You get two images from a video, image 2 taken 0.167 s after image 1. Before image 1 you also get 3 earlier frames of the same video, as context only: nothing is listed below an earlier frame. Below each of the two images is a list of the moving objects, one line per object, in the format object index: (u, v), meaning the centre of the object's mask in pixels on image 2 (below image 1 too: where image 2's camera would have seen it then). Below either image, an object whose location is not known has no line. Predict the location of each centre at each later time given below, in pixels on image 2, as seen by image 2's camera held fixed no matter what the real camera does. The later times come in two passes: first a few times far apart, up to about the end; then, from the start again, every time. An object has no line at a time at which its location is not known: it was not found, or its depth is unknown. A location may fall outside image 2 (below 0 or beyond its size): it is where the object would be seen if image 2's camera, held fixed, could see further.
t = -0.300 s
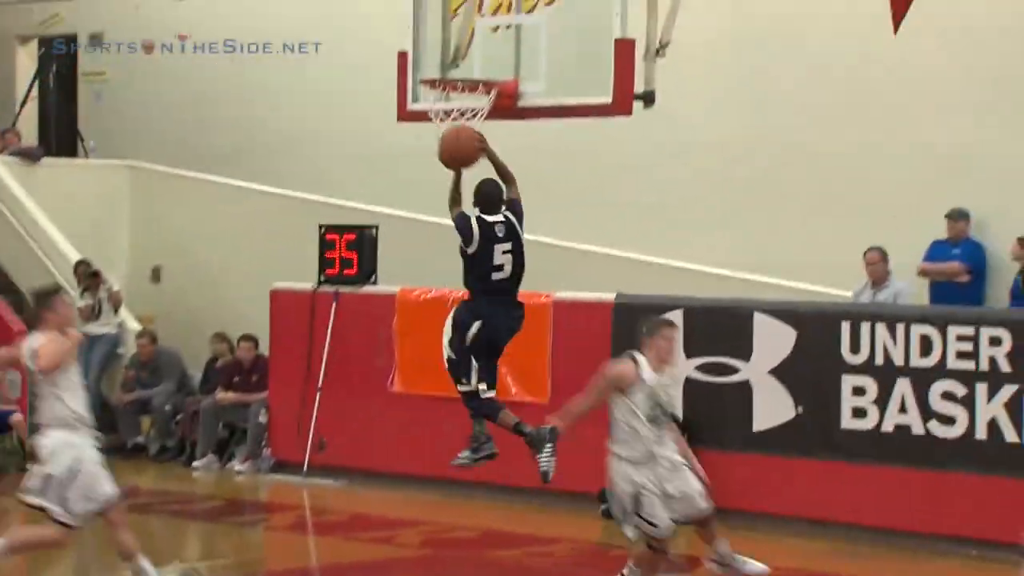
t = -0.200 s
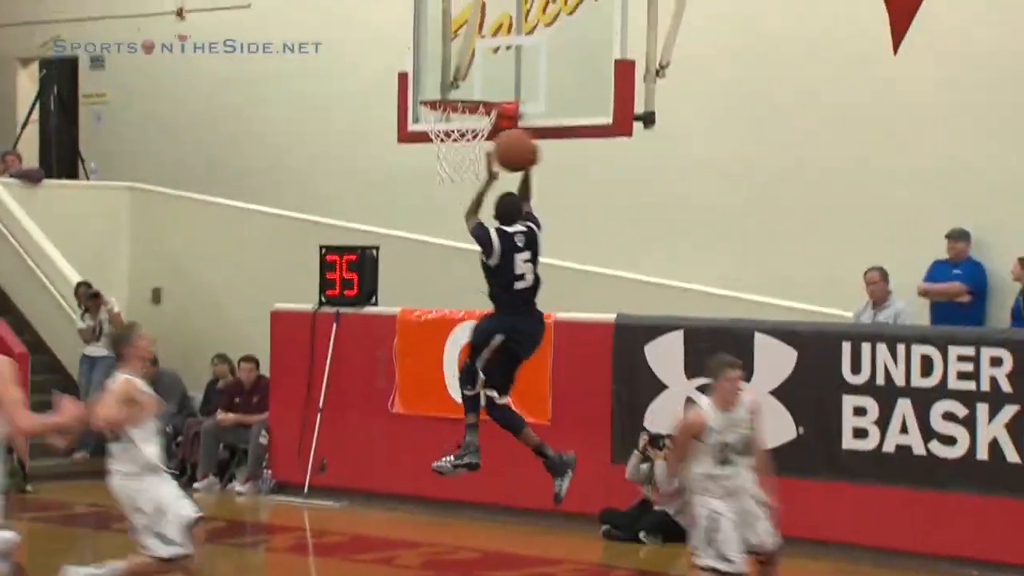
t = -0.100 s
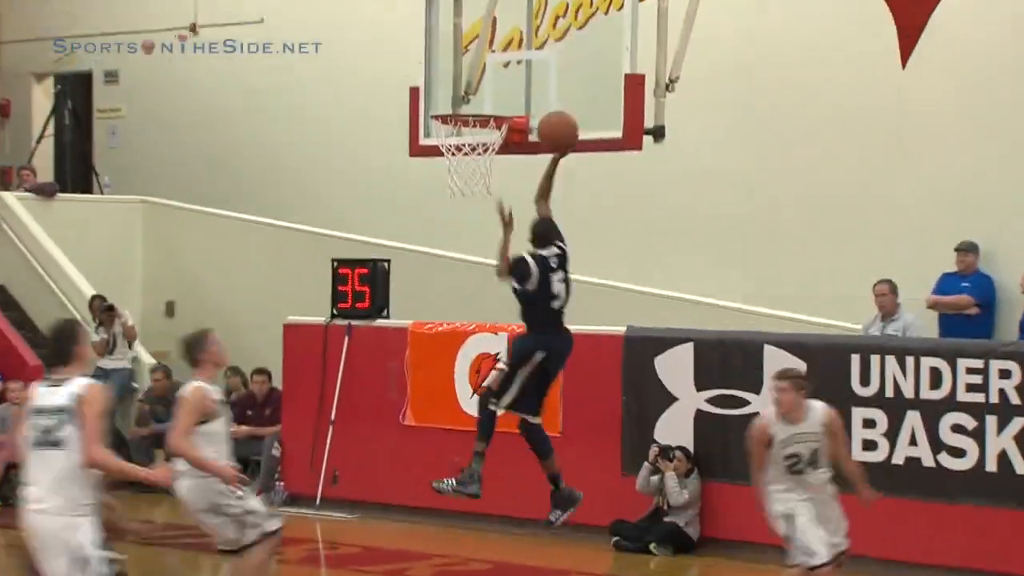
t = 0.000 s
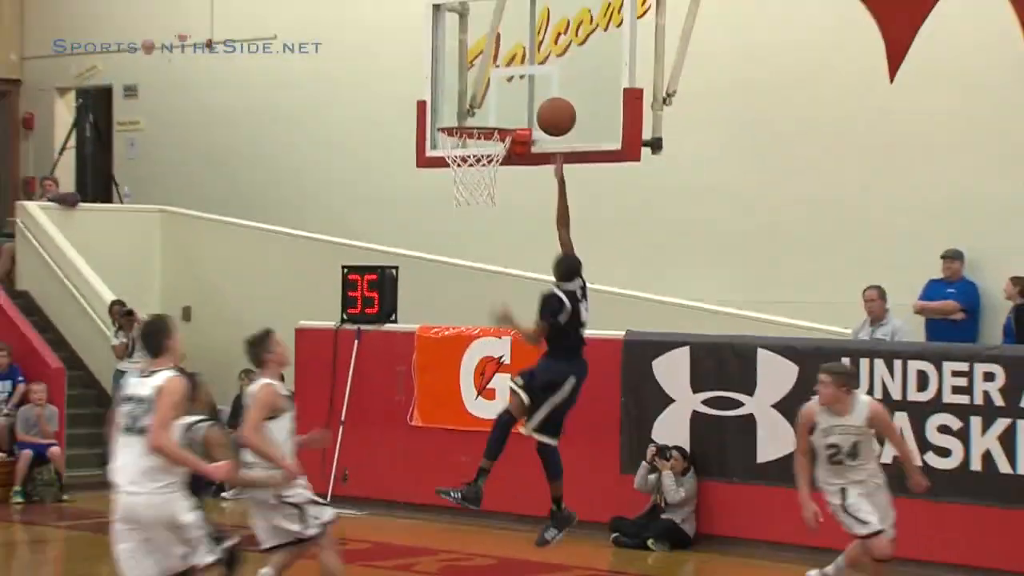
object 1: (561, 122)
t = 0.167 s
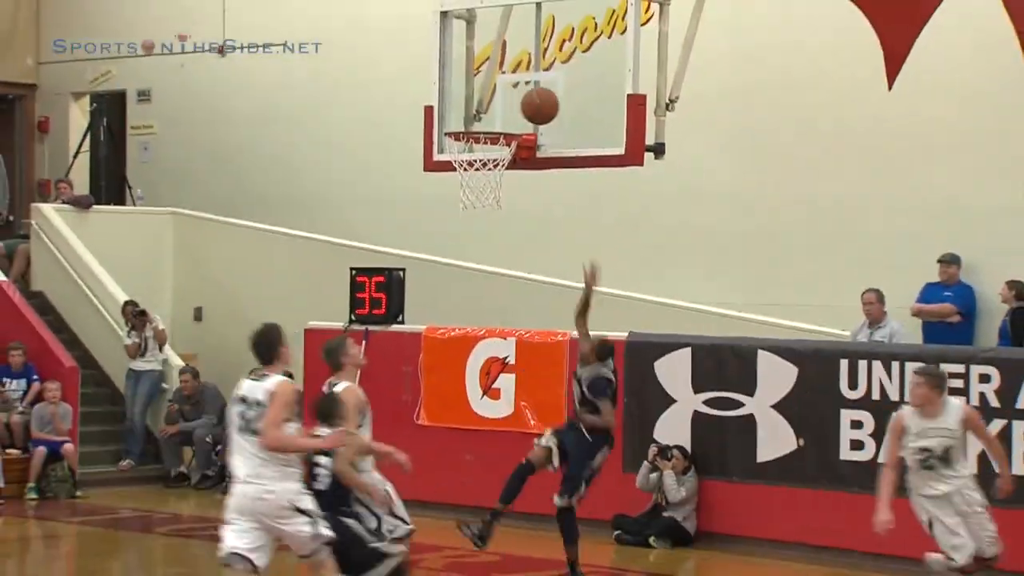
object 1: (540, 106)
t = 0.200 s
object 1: (533, 106)
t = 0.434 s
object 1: (500, 109)
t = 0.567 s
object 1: (488, 129)
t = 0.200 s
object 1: (533, 106)
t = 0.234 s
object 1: (526, 107)
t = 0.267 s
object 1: (519, 110)
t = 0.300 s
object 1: (513, 114)
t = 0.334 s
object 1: (510, 110)
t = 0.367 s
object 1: (507, 108)
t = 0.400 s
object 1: (504, 108)
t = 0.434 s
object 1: (500, 109)
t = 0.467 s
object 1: (498, 113)
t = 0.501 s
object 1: (495, 116)
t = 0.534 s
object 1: (491, 122)
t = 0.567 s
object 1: (488, 129)
